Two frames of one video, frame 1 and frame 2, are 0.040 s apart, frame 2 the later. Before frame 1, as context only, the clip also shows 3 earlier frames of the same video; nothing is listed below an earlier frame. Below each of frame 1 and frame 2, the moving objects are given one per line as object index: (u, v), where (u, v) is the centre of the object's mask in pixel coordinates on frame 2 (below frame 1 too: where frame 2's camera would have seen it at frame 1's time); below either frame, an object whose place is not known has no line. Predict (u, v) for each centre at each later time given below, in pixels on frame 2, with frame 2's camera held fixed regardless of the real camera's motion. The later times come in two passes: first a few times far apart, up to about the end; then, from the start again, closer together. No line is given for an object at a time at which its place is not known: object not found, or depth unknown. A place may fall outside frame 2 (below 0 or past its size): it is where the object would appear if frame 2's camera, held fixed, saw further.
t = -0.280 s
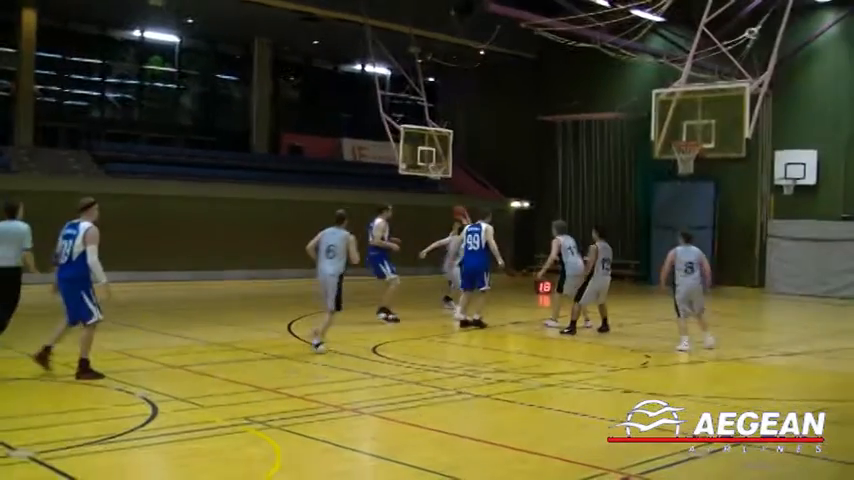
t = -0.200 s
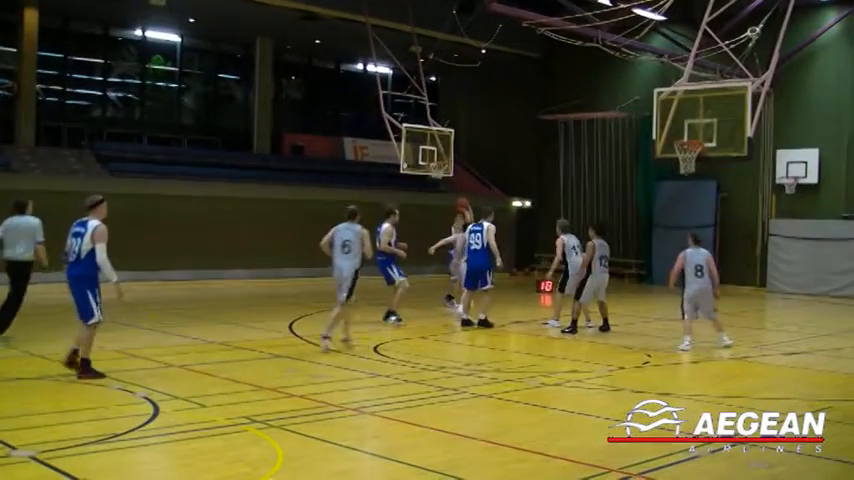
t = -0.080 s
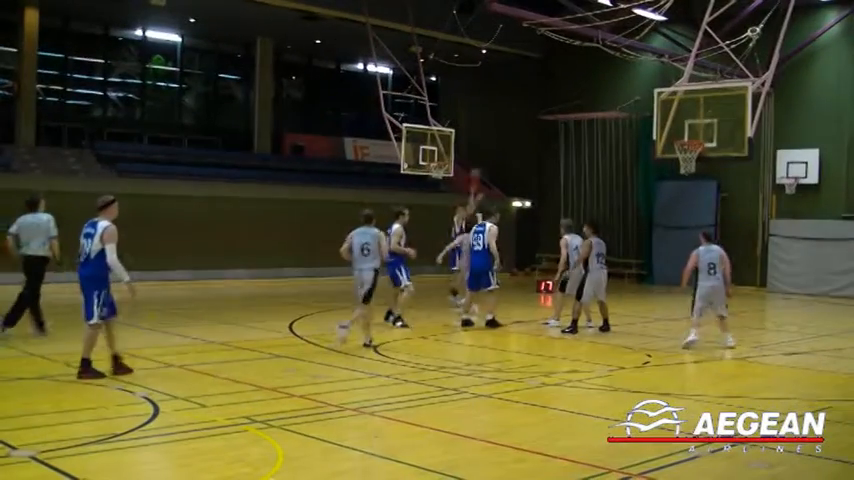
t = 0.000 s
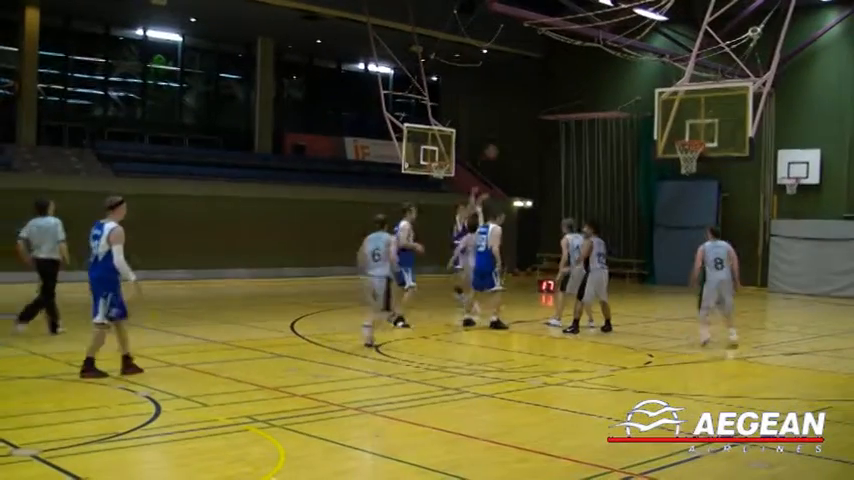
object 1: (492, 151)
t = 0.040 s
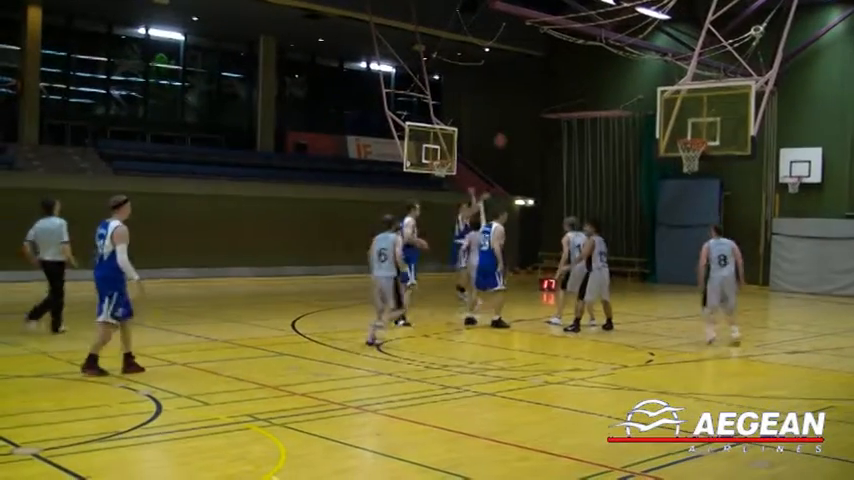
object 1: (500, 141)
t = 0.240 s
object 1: (539, 102)
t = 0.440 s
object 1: (578, 81)
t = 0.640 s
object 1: (620, 82)
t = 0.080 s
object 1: (508, 131)
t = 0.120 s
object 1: (516, 123)
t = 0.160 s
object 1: (524, 115)
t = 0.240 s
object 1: (539, 102)
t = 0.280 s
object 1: (546, 96)
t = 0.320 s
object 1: (554, 91)
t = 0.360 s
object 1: (563, 87)
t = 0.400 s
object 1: (570, 84)
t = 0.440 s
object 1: (578, 81)
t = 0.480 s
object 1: (586, 80)
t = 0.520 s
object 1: (595, 79)
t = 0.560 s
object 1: (603, 79)
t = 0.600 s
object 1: (612, 80)
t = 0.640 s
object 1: (620, 82)
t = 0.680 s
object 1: (627, 86)
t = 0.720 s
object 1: (632, 93)
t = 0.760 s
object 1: (645, 93)
